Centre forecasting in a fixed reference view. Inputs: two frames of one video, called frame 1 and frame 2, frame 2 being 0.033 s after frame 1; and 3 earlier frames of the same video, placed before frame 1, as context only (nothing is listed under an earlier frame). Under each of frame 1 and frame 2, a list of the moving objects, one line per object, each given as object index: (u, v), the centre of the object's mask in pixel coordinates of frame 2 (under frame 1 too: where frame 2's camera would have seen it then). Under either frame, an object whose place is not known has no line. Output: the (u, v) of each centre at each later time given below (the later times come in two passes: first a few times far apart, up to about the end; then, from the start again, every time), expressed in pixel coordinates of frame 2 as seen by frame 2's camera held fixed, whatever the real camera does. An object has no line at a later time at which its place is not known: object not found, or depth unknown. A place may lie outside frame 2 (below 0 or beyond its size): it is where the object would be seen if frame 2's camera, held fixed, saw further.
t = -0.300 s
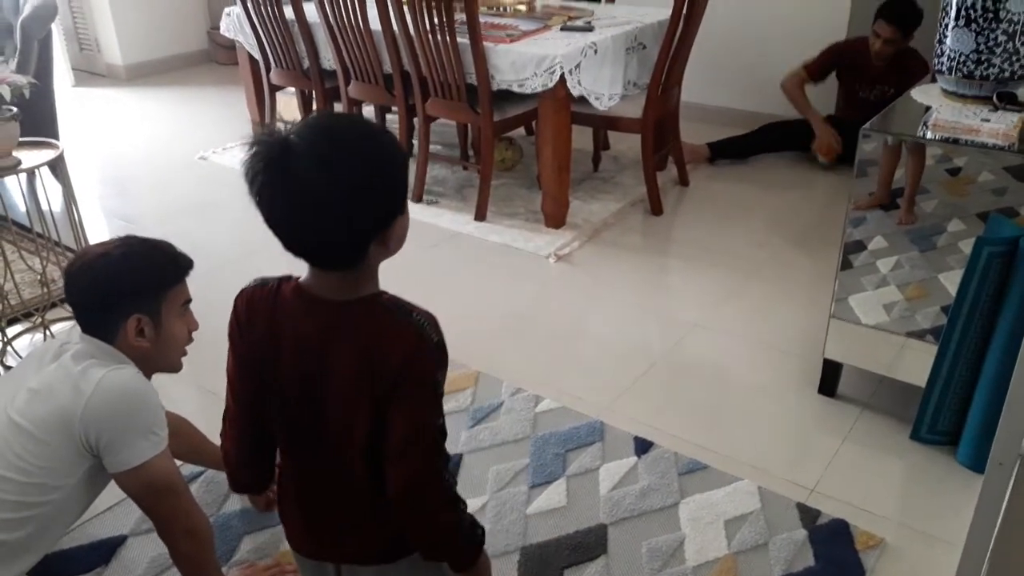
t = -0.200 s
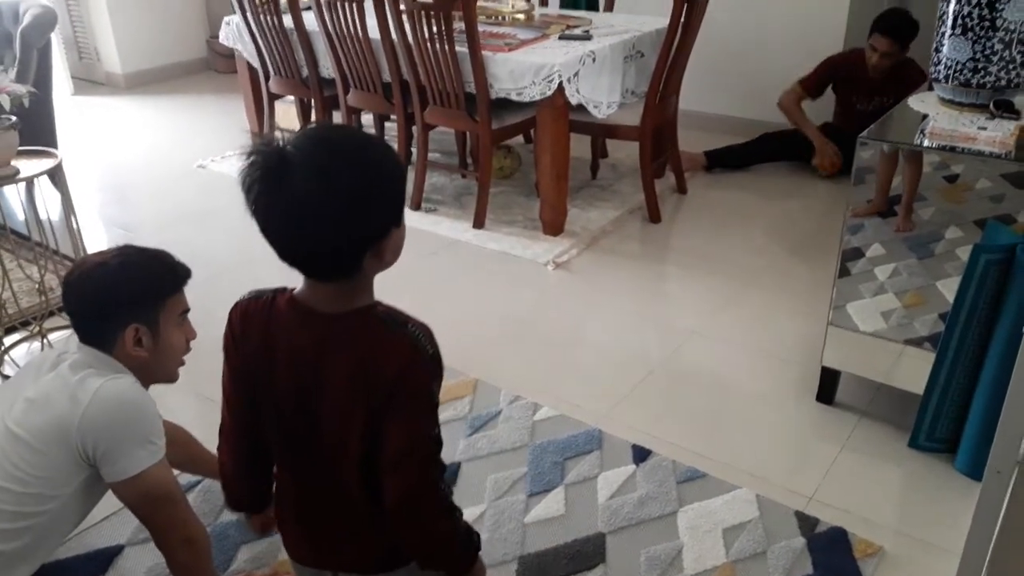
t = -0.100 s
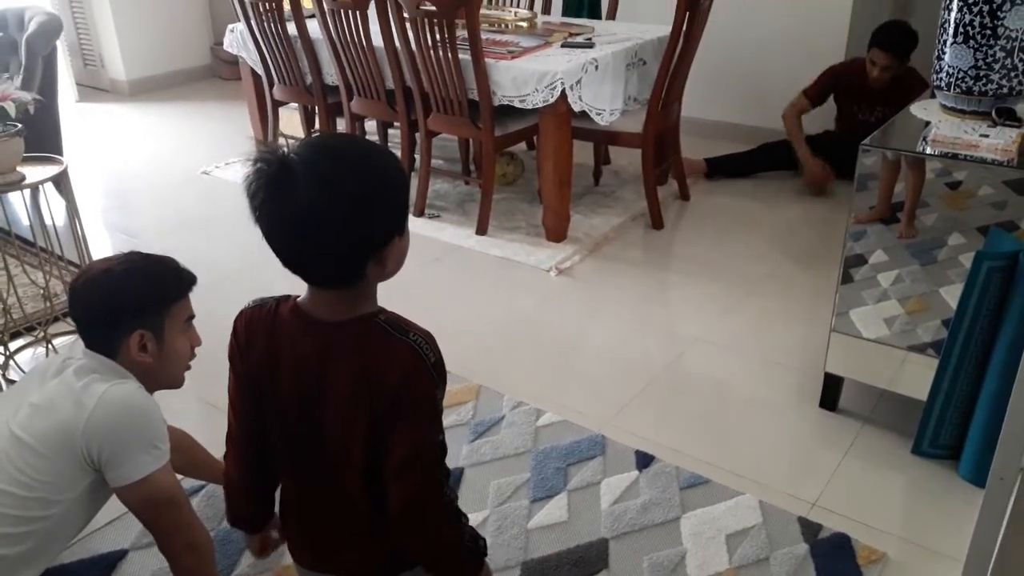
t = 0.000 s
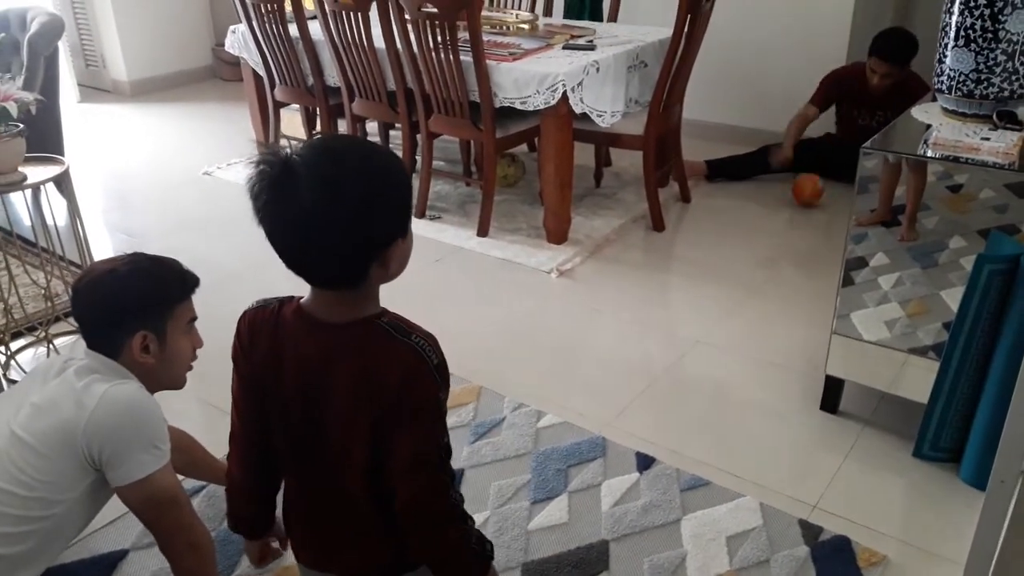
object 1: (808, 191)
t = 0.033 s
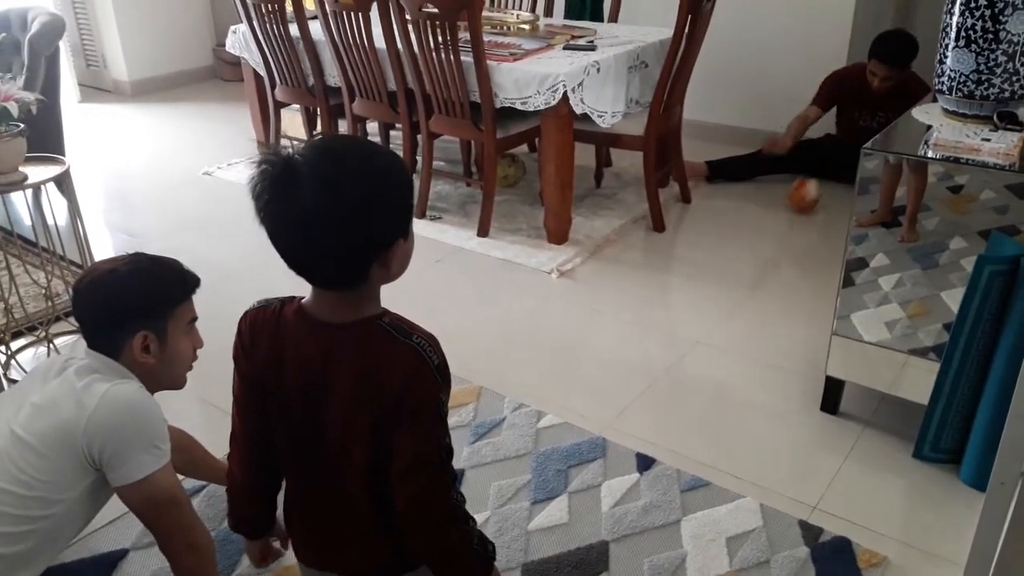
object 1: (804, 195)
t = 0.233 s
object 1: (782, 220)
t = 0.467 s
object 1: (753, 246)
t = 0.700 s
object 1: (718, 274)
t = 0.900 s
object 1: (686, 302)
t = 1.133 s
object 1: (645, 335)
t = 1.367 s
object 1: (598, 371)
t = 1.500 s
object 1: (569, 392)
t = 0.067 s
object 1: (801, 201)
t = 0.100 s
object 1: (797, 205)
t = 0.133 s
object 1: (793, 208)
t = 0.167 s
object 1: (790, 212)
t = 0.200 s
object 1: (786, 214)
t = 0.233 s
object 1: (782, 220)
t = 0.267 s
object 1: (778, 222)
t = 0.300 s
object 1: (775, 226)
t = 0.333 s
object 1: (770, 231)
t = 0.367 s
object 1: (765, 235)
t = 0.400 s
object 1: (762, 238)
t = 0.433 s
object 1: (758, 242)
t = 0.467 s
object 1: (753, 246)
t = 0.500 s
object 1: (748, 251)
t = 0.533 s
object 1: (744, 255)
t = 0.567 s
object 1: (739, 258)
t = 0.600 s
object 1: (734, 263)
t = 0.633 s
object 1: (729, 267)
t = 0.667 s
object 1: (723, 272)
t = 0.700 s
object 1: (718, 274)
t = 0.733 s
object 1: (714, 279)
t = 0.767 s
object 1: (708, 284)
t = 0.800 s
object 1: (702, 288)
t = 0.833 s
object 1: (698, 293)
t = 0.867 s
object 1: (692, 298)
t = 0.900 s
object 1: (686, 302)
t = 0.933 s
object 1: (681, 306)
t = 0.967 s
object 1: (675, 311)
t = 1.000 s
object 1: (669, 316)
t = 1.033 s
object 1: (664, 319)
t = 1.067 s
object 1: (657, 324)
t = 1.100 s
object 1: (651, 330)
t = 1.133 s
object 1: (645, 335)
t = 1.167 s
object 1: (638, 340)
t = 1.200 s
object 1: (632, 345)
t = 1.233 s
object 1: (625, 352)
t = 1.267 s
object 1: (619, 356)
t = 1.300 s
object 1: (613, 361)
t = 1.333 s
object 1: (605, 365)
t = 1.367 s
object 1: (598, 371)
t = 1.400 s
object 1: (592, 376)
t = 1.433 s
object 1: (584, 381)
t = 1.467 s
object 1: (577, 387)
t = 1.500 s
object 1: (569, 392)
